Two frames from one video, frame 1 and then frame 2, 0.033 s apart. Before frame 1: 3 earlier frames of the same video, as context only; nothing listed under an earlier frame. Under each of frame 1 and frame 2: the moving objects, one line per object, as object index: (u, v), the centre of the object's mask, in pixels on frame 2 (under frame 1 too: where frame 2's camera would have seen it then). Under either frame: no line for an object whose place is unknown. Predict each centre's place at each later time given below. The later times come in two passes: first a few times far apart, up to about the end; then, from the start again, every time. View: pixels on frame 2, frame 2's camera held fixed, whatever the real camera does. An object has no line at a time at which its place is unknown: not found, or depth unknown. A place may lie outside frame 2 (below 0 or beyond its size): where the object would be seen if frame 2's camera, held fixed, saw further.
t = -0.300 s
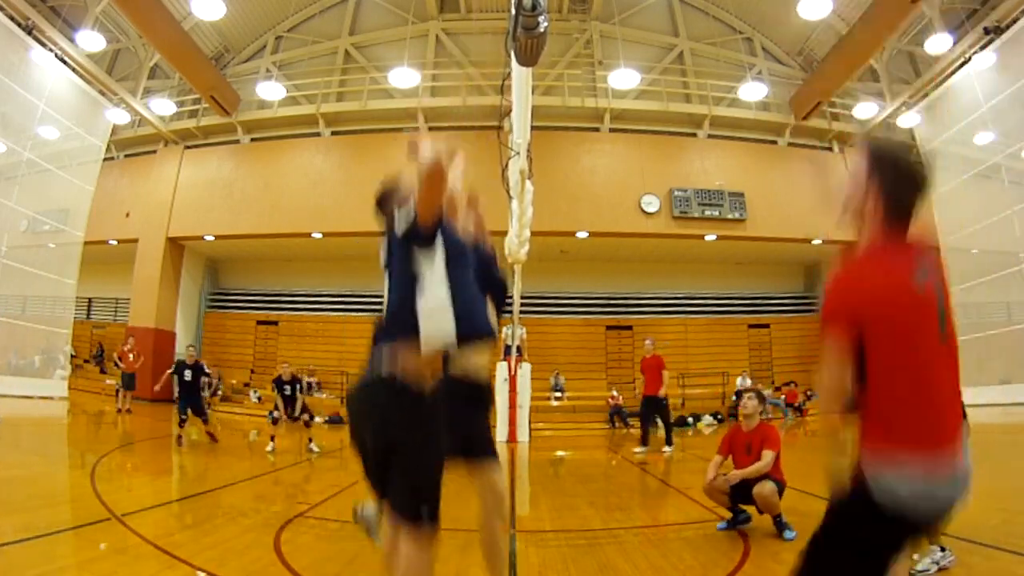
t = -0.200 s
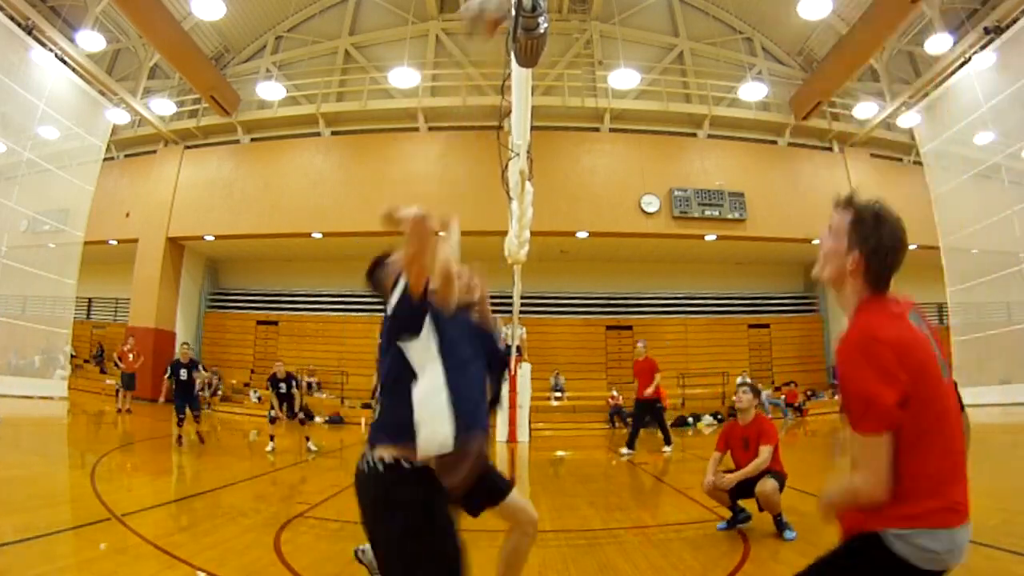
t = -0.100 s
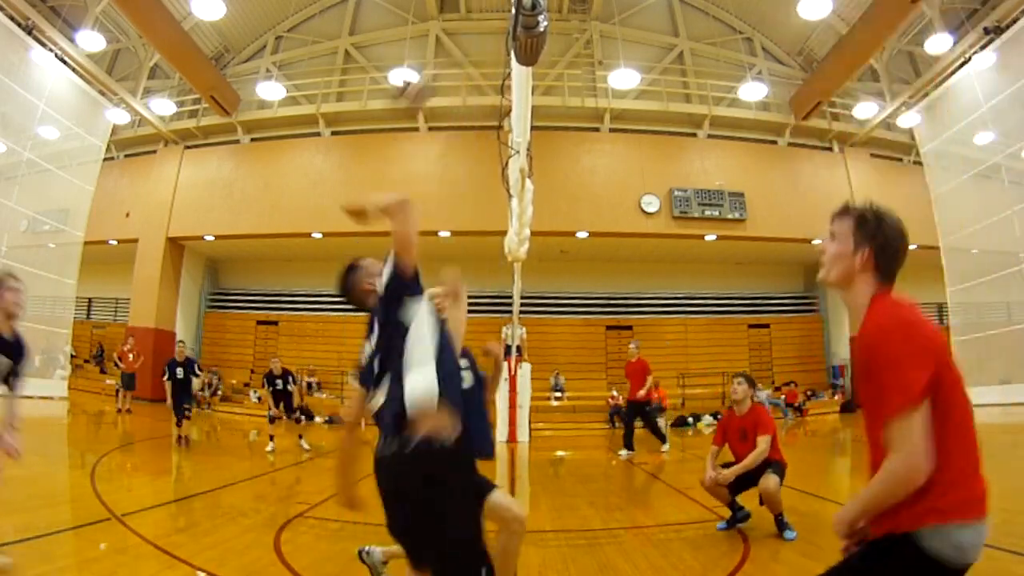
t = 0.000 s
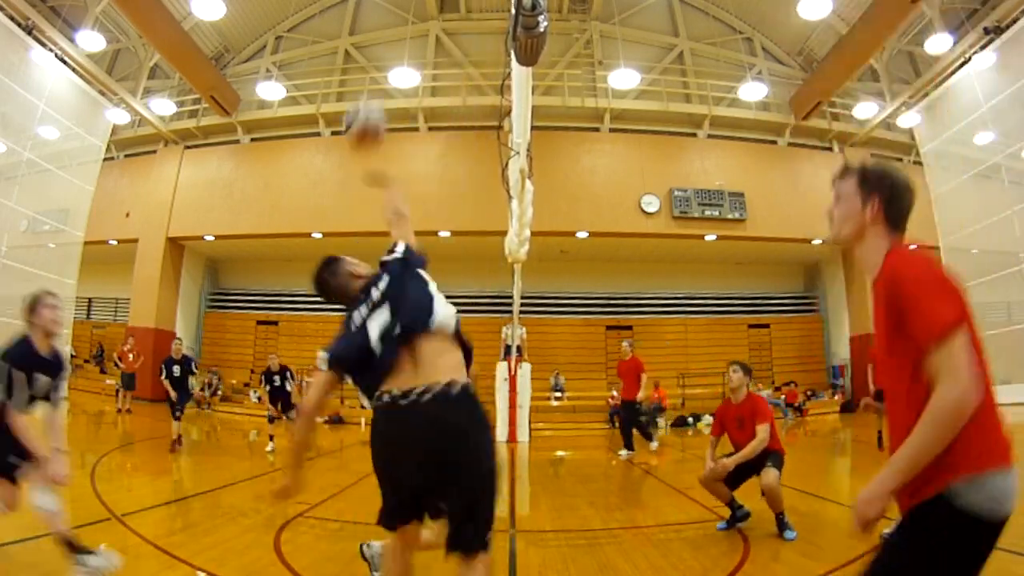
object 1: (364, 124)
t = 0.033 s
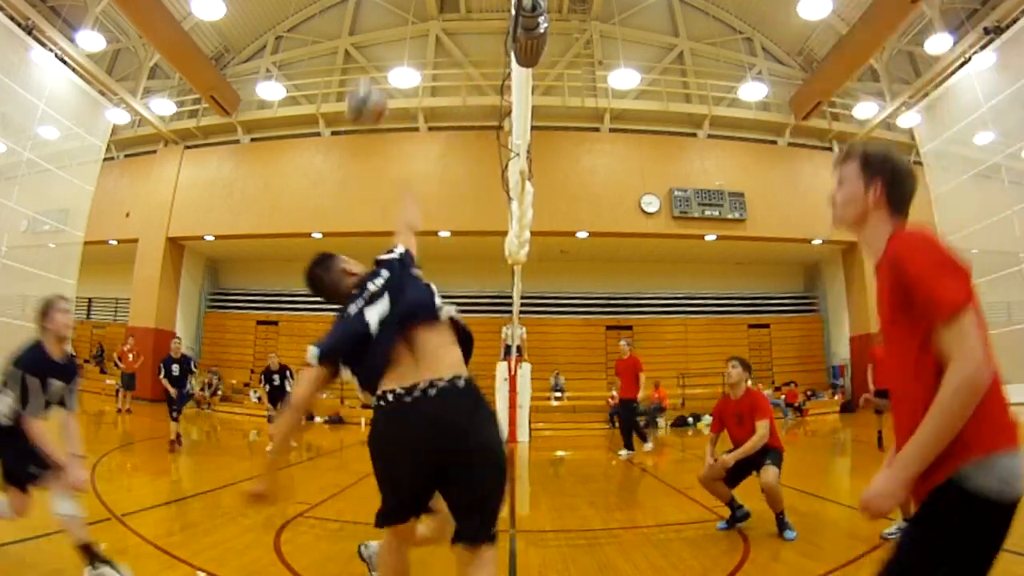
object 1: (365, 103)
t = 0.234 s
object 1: (372, 32)
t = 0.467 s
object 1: (368, 28)
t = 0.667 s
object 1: (352, 83)
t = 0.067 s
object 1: (367, 84)
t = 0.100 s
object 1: (369, 71)
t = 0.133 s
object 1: (371, 58)
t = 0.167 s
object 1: (370, 47)
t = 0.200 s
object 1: (372, 39)
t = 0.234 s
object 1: (372, 32)
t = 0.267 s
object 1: (372, 27)
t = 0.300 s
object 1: (371, 23)
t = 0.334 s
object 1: (371, 22)
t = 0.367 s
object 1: (371, 22)
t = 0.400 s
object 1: (370, 22)
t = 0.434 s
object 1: (369, 24)
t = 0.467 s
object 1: (368, 28)
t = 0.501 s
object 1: (366, 33)
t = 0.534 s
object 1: (363, 41)
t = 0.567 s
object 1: (362, 48)
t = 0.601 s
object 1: (359, 57)
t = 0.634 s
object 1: (356, 68)
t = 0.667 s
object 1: (352, 83)
